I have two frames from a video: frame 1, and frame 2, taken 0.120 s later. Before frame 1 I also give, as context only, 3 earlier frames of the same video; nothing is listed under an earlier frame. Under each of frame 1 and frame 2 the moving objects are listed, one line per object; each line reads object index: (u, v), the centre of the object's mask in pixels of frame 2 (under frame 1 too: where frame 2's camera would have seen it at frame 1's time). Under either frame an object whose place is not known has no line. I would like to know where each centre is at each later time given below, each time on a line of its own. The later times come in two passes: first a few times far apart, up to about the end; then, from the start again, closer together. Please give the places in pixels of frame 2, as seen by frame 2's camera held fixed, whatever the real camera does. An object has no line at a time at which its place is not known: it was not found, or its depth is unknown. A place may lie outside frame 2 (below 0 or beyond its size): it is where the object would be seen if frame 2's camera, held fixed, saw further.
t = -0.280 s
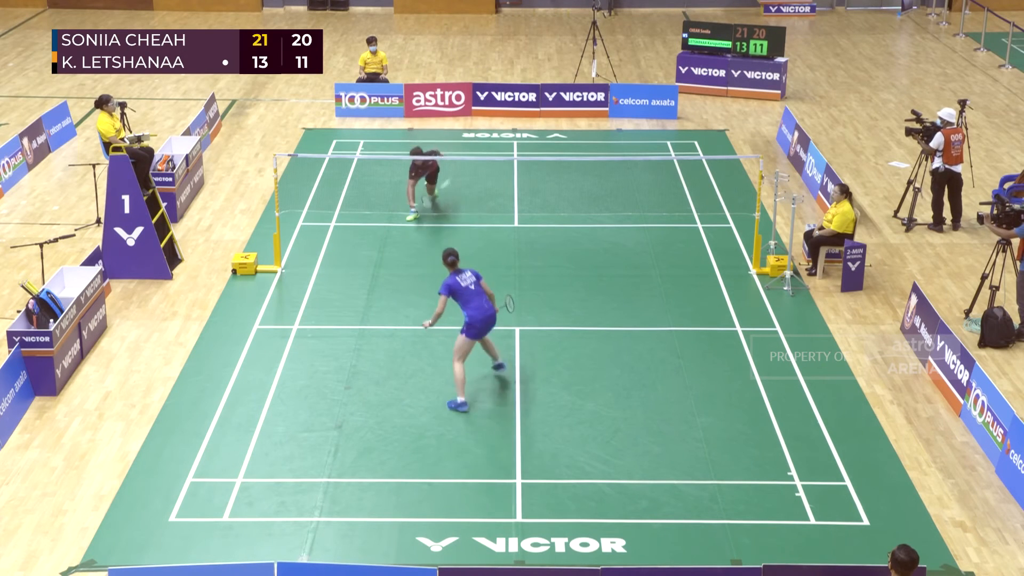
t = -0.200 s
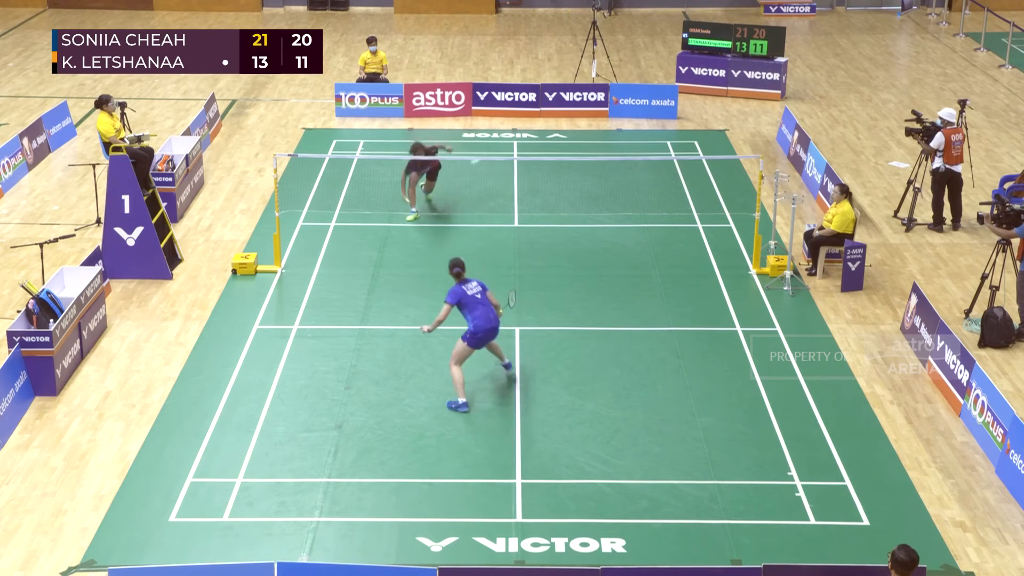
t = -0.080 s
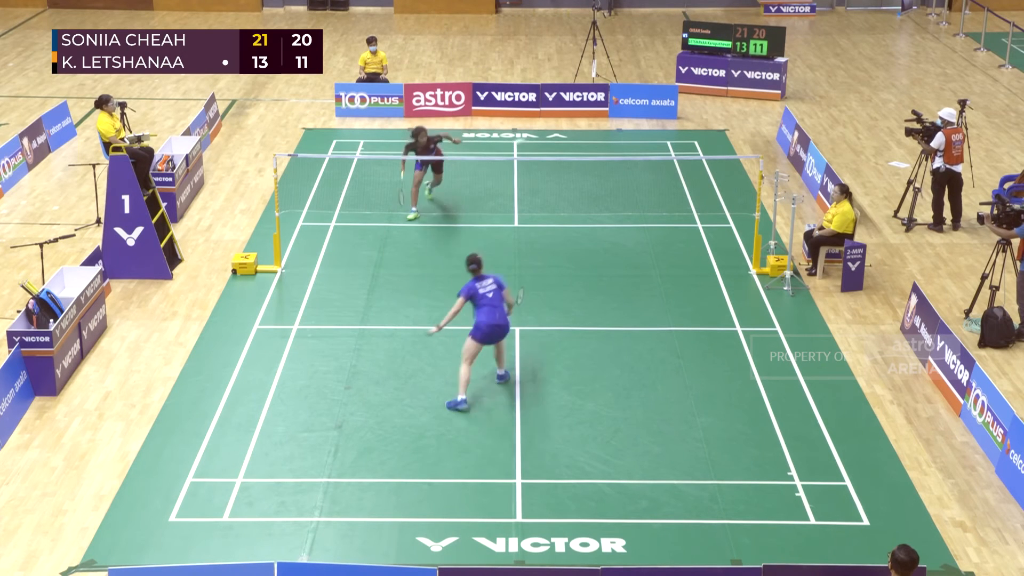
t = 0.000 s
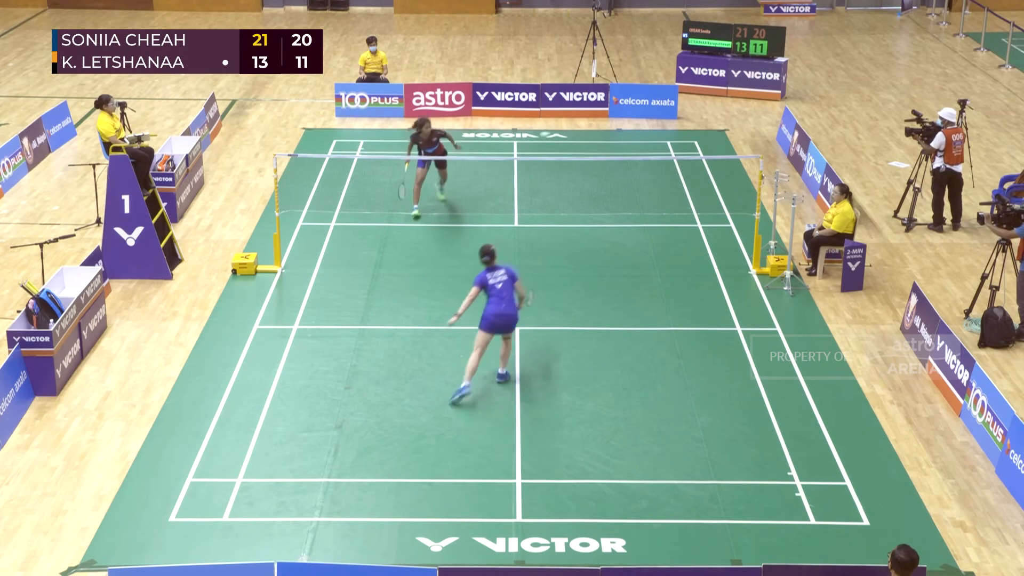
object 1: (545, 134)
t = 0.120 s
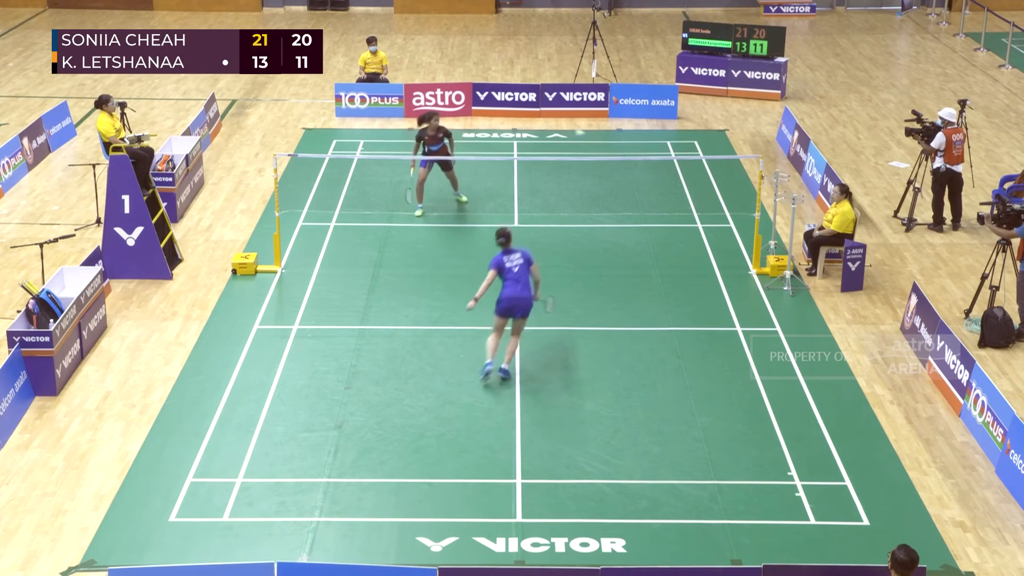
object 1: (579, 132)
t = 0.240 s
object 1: (611, 141)
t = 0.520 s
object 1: (671, 197)
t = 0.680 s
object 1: (677, 212)
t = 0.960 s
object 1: (677, 254)
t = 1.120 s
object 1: (676, 255)
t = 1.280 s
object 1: (676, 261)
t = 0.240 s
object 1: (611, 141)
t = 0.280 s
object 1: (621, 146)
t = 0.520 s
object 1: (671, 197)
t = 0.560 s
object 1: (675, 206)
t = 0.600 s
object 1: (677, 210)
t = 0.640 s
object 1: (677, 211)
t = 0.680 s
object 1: (677, 212)
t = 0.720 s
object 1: (678, 213)
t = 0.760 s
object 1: (679, 217)
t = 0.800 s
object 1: (679, 222)
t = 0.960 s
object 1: (677, 254)
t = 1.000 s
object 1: (676, 262)
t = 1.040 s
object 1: (676, 258)
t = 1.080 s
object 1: (676, 256)
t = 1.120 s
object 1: (676, 255)
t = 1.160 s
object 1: (676, 255)
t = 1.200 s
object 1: (676, 256)
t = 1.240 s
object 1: (676, 258)
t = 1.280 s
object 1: (676, 261)
